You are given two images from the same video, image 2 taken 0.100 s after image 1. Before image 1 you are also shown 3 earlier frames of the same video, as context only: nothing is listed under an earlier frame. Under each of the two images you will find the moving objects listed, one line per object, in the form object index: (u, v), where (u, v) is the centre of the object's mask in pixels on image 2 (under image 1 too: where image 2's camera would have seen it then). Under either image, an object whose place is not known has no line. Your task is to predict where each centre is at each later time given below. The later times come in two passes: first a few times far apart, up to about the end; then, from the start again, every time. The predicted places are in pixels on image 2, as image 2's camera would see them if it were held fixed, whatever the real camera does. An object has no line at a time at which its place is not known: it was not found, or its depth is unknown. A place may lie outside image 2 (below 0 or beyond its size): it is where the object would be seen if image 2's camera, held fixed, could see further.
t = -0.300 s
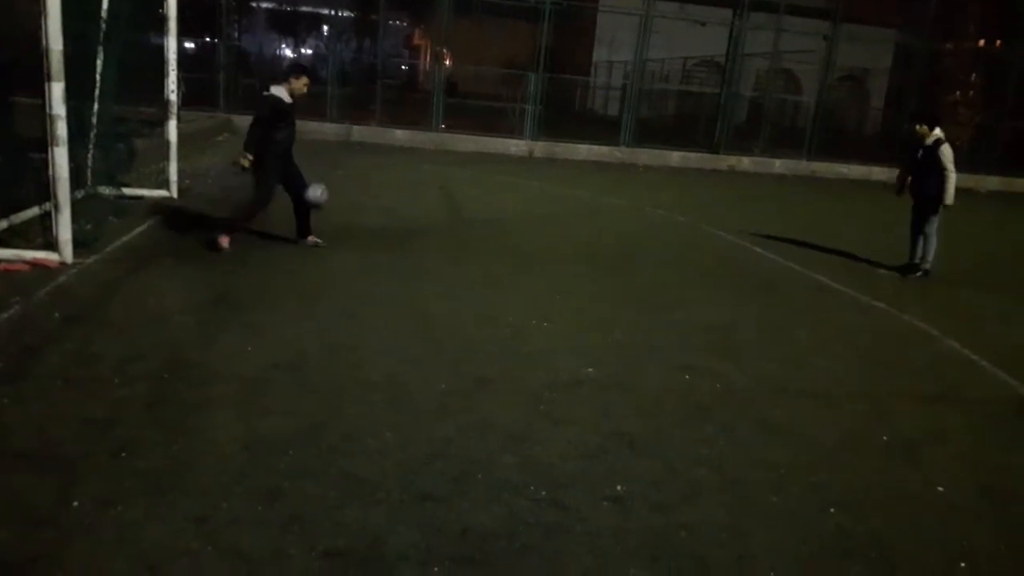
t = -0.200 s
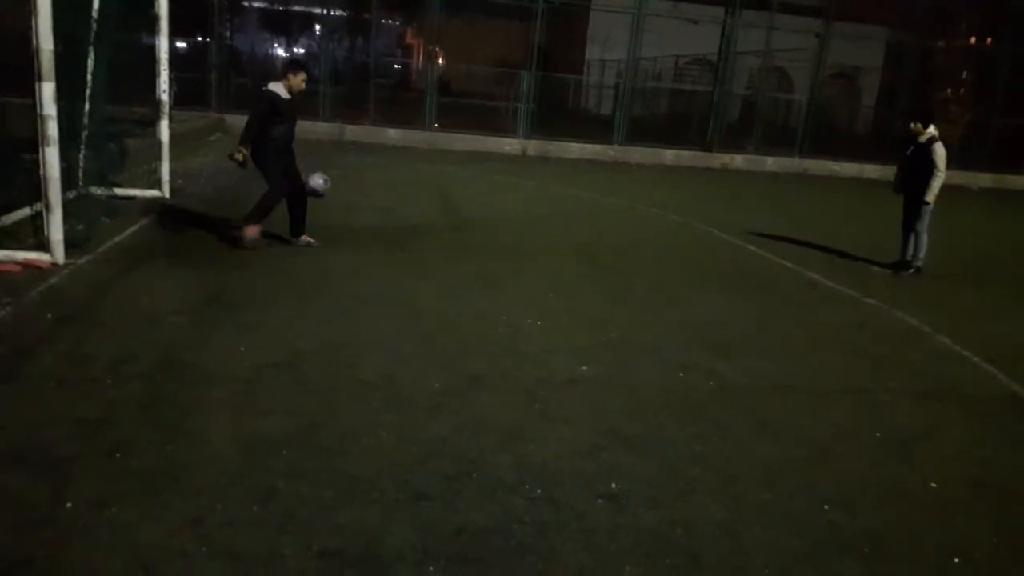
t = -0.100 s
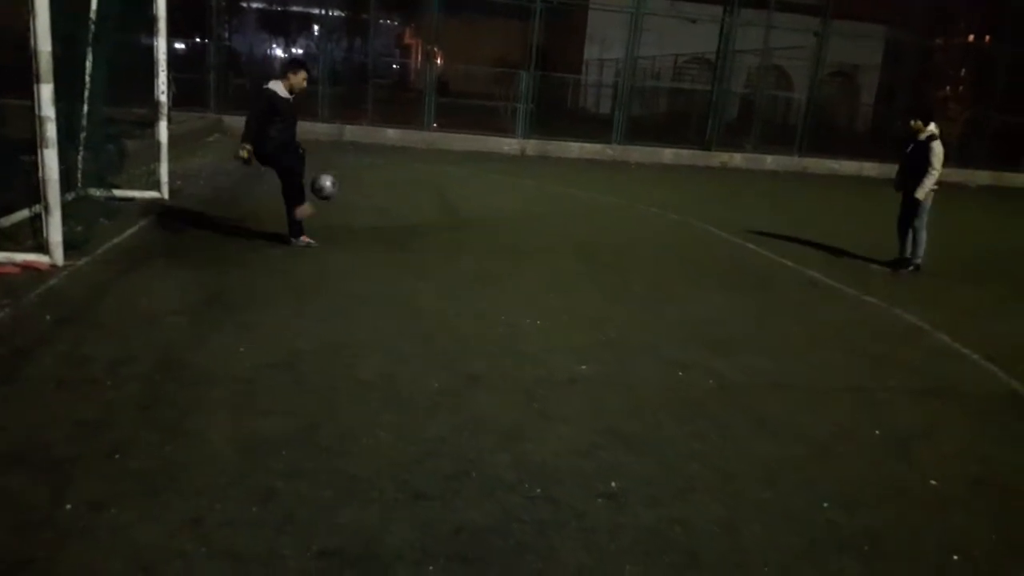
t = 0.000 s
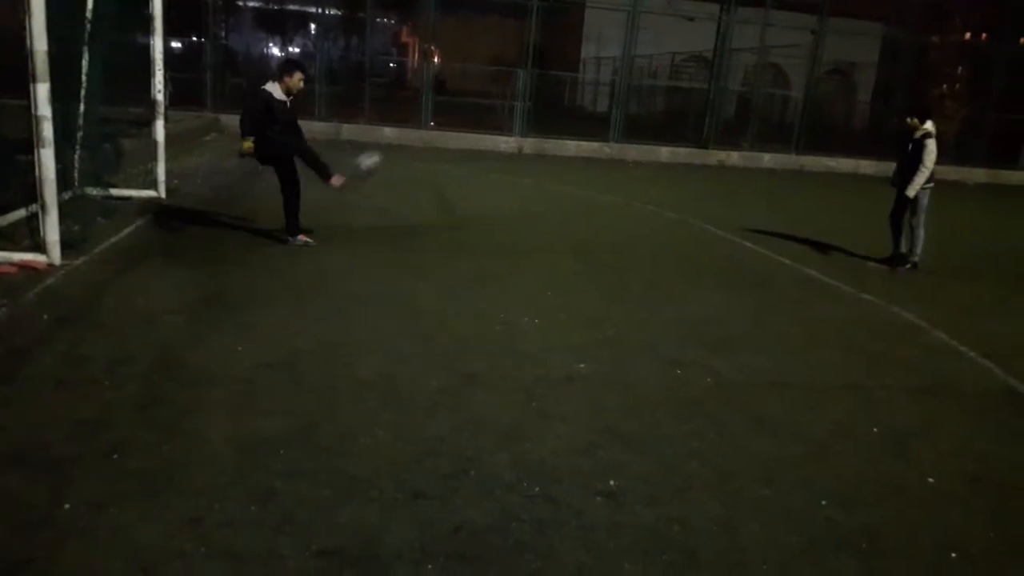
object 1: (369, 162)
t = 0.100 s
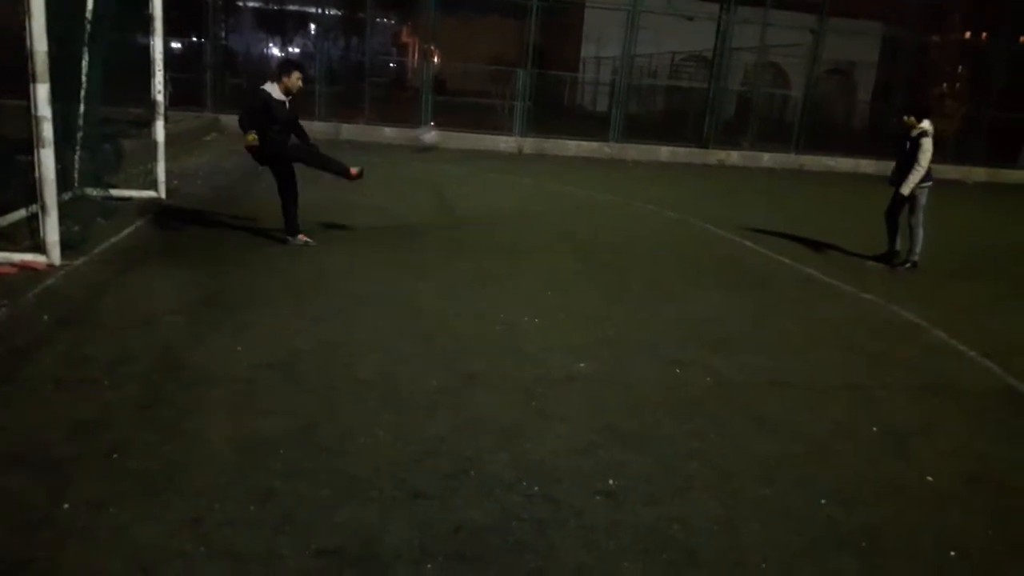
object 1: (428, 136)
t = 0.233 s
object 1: (499, 123)
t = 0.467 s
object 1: (617, 147)
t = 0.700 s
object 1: (713, 225)
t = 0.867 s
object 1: (766, 229)
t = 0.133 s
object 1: (444, 132)
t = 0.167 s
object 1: (462, 128)
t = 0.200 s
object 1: (483, 124)
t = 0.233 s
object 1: (499, 123)
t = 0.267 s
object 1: (517, 122)
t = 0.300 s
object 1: (535, 123)
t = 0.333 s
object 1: (551, 125)
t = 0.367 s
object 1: (568, 128)
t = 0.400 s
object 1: (583, 133)
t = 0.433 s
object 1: (599, 139)
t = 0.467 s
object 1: (617, 147)
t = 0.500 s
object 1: (630, 154)
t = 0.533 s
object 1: (645, 164)
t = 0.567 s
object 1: (660, 174)
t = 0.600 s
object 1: (676, 186)
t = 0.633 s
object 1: (688, 197)
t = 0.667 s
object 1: (702, 211)
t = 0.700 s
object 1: (713, 225)
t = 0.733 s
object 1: (723, 240)
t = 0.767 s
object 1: (739, 249)
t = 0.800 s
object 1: (749, 243)
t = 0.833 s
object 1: (758, 234)
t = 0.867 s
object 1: (766, 229)
